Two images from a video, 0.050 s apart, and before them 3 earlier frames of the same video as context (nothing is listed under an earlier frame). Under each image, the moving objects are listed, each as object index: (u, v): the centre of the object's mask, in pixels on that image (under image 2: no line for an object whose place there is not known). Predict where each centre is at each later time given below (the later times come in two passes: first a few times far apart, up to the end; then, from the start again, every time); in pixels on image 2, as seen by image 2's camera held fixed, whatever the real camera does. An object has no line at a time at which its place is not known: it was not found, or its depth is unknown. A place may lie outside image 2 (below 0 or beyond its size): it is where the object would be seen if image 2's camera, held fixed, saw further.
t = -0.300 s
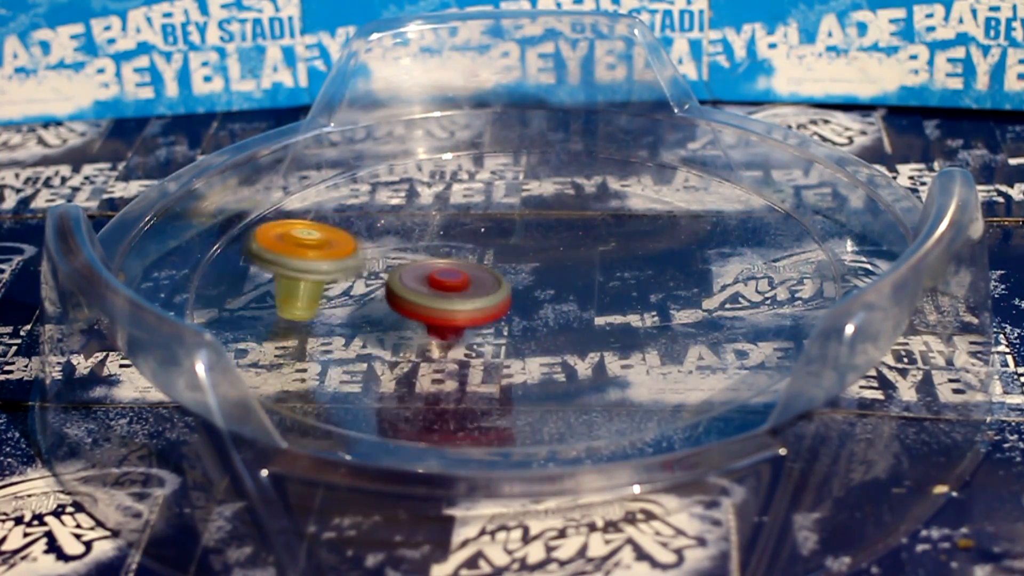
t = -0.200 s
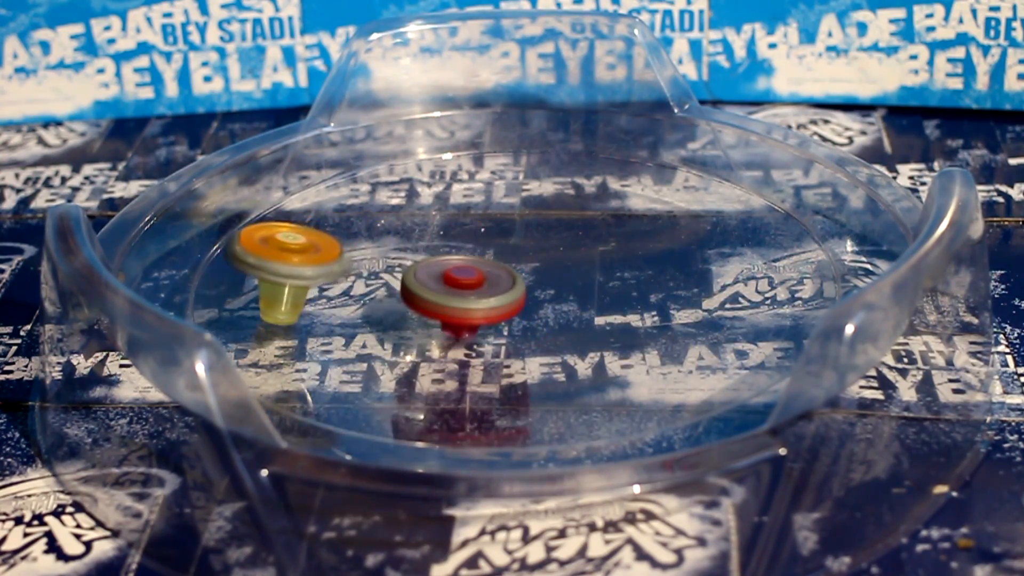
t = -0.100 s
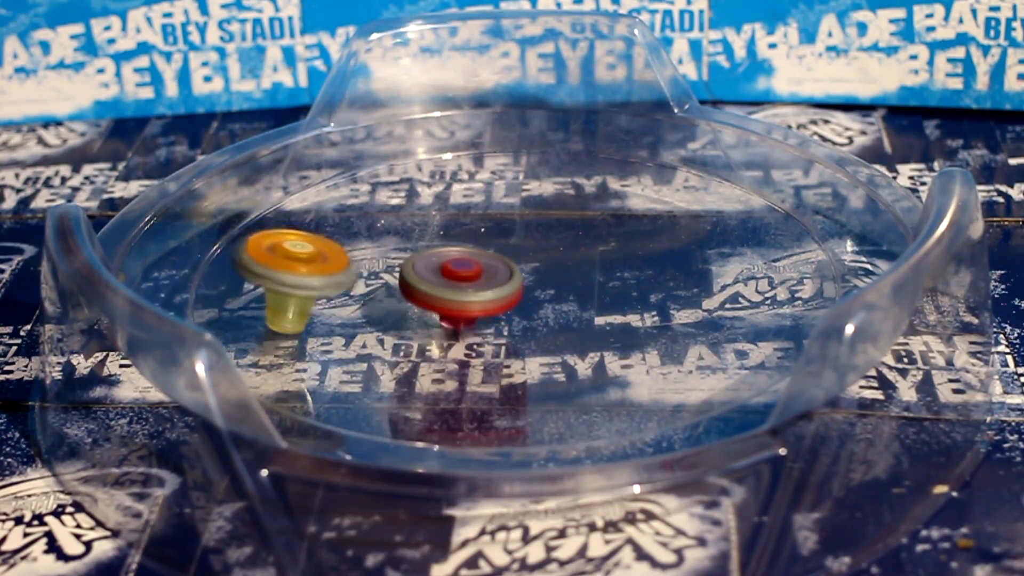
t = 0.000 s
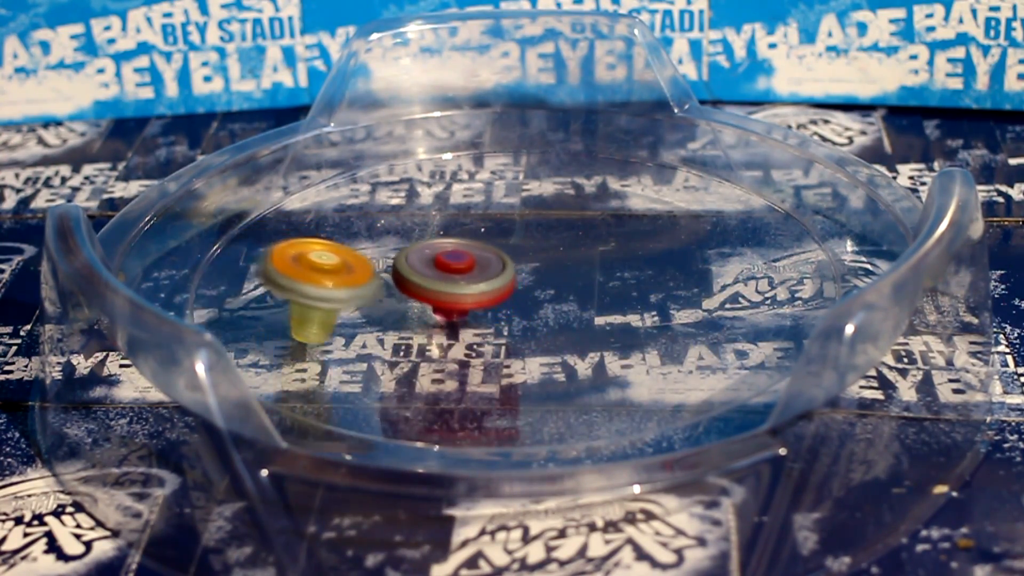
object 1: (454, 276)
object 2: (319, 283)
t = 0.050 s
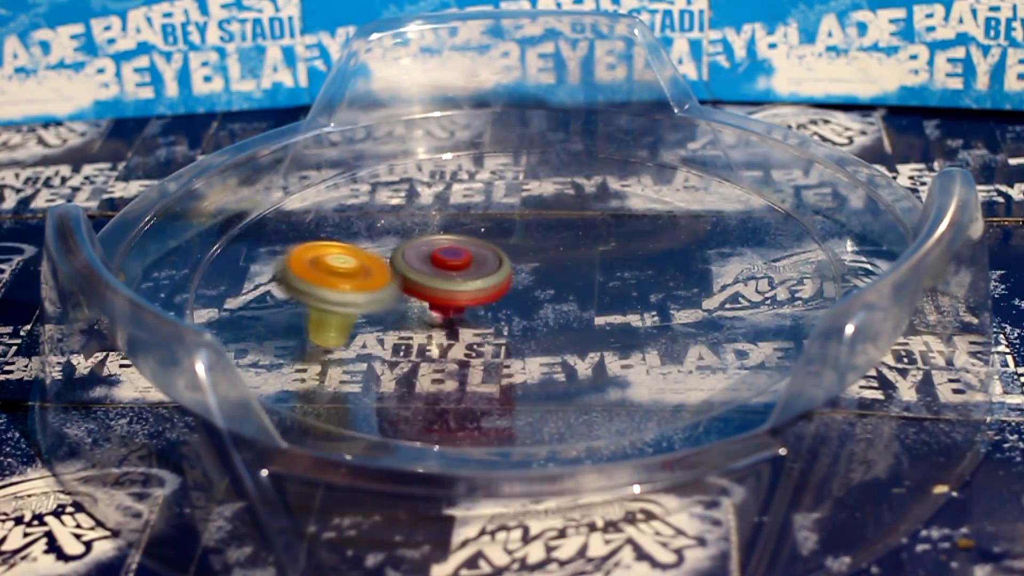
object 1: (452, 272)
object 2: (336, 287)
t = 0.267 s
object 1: (653, 169)
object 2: (251, 317)
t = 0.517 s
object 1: (624, 137)
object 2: (449, 334)
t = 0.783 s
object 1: (528, 168)
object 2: (578, 261)
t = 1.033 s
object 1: (464, 185)
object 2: (633, 208)
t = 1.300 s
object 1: (499, 250)
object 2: (719, 287)
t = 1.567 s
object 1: (633, 263)
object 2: (730, 248)
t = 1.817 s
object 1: (435, 220)
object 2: (763, 250)
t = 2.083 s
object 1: (388, 312)
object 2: (643, 263)
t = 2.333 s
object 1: (351, 375)
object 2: (673, 263)
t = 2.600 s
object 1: (612, 385)
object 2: (603, 285)
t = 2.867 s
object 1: (729, 340)
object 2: (536, 313)
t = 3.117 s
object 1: (727, 303)
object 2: (490, 328)
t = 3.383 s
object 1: (620, 285)
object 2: (463, 324)
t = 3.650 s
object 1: (543, 285)
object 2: (412, 316)
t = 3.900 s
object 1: (554, 264)
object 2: (334, 313)
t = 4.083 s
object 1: (552, 241)
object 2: (342, 317)
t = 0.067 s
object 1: (452, 271)
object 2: (342, 287)
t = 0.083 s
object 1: (453, 270)
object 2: (348, 287)
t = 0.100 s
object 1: (459, 267)
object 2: (346, 289)
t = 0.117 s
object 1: (484, 254)
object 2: (321, 294)
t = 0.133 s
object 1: (510, 246)
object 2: (299, 296)
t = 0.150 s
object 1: (535, 235)
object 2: (282, 300)
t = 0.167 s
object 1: (558, 225)
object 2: (264, 303)
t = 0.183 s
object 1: (578, 213)
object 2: (253, 304)
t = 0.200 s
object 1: (598, 203)
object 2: (243, 305)
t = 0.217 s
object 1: (615, 193)
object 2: (240, 306)
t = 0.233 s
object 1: (629, 184)
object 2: (240, 307)
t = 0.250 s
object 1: (643, 176)
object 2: (243, 310)
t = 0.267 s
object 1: (653, 169)
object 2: (251, 317)
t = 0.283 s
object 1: (660, 163)
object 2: (262, 324)
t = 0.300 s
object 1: (667, 157)
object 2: (273, 327)
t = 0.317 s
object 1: (671, 154)
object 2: (286, 330)
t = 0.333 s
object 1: (673, 151)
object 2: (298, 332)
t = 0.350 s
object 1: (673, 148)
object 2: (311, 333)
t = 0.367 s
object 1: (671, 145)
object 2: (324, 335)
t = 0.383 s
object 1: (669, 143)
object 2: (337, 336)
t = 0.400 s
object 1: (665, 140)
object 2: (351, 337)
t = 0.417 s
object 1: (661, 138)
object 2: (365, 337)
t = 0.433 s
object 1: (657, 137)
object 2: (379, 338)
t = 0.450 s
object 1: (650, 137)
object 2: (393, 338)
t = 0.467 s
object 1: (644, 137)
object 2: (407, 337)
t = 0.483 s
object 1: (637, 137)
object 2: (421, 336)
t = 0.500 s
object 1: (631, 137)
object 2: (436, 334)
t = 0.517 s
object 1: (624, 137)
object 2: (449, 334)
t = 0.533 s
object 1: (617, 138)
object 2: (464, 330)
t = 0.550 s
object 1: (610, 138)
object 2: (475, 329)
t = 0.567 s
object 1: (604, 139)
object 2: (486, 326)
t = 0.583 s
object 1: (597, 140)
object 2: (496, 322)
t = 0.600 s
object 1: (591, 142)
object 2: (507, 318)
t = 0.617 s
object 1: (584, 142)
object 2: (517, 314)
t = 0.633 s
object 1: (577, 144)
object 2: (527, 310)
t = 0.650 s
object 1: (572, 146)
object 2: (535, 305)
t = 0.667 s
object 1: (566, 148)
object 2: (543, 300)
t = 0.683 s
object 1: (560, 150)
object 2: (549, 295)
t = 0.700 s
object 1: (554, 152)
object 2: (556, 290)
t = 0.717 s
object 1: (549, 155)
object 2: (562, 285)
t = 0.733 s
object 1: (543, 158)
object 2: (567, 279)
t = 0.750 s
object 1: (538, 161)
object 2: (571, 273)
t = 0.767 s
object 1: (533, 164)
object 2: (575, 268)
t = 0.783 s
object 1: (528, 168)
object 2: (578, 261)
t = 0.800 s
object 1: (524, 172)
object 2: (581, 255)
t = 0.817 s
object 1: (519, 175)
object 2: (582, 250)
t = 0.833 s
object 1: (515, 178)
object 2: (584, 244)
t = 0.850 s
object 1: (510, 181)
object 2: (584, 239)
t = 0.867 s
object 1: (505, 185)
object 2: (584, 233)
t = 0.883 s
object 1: (500, 188)
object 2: (584, 228)
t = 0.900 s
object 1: (497, 193)
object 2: (583, 222)
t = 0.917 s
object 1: (494, 197)
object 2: (582, 216)
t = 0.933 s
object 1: (492, 201)
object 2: (581, 210)
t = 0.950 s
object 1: (491, 204)
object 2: (582, 209)
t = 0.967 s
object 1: (490, 205)
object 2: (586, 208)
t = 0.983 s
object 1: (486, 207)
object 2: (595, 205)
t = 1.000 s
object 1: (480, 198)
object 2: (606, 200)
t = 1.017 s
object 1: (471, 188)
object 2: (620, 201)
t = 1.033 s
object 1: (464, 185)
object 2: (633, 208)
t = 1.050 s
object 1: (456, 189)
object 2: (648, 220)
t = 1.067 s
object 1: (450, 195)
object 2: (660, 234)
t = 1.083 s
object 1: (446, 194)
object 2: (670, 233)
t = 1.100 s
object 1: (443, 196)
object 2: (676, 233)
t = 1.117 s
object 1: (441, 199)
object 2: (681, 237)
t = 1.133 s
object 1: (441, 202)
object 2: (690, 249)
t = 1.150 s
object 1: (442, 206)
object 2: (698, 261)
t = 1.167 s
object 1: (445, 211)
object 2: (703, 262)
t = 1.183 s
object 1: (449, 216)
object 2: (705, 266)
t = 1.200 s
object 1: (454, 223)
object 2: (709, 273)
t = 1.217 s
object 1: (460, 228)
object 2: (712, 277)
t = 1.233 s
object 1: (467, 233)
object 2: (714, 280)
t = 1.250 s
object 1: (475, 237)
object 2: (716, 284)
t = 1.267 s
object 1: (483, 243)
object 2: (717, 285)
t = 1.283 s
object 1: (490, 247)
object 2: (718, 286)
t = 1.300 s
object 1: (499, 250)
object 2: (719, 287)
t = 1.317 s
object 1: (508, 253)
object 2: (722, 287)
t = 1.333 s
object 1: (518, 256)
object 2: (723, 286)
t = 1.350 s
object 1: (527, 259)
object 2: (724, 285)
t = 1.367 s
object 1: (537, 261)
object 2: (725, 284)
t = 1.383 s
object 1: (545, 262)
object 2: (727, 281)
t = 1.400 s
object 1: (554, 263)
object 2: (727, 279)
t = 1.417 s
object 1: (563, 264)
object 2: (728, 277)
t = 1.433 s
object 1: (573, 265)
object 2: (729, 273)
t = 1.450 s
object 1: (582, 265)
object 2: (730, 270)
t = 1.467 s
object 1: (591, 266)
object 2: (730, 267)
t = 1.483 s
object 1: (599, 265)
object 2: (730, 264)
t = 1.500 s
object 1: (608, 265)
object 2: (731, 260)
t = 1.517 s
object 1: (615, 264)
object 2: (731, 257)
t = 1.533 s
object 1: (622, 264)
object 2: (731, 254)
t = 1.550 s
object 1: (628, 263)
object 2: (730, 251)
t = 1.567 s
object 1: (633, 263)
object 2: (730, 248)
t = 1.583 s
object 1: (637, 262)
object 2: (735, 246)
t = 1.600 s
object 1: (624, 254)
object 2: (758, 238)
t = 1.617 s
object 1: (602, 248)
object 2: (789, 239)
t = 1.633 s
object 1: (582, 243)
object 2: (815, 237)
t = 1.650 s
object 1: (562, 238)
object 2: (835, 231)
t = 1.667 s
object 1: (545, 234)
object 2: (852, 225)
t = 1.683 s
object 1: (528, 229)
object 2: (859, 226)
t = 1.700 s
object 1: (514, 225)
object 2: (854, 228)
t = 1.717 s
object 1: (494, 222)
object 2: (843, 233)
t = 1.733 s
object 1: (481, 219)
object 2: (834, 235)
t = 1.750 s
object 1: (470, 217)
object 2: (821, 239)
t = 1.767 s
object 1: (460, 216)
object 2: (806, 245)
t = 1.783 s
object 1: (450, 217)
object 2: (793, 247)
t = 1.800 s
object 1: (442, 218)
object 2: (779, 248)
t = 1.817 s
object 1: (435, 220)
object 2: (763, 250)
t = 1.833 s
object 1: (432, 223)
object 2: (749, 252)
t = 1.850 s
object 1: (427, 229)
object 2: (733, 254)
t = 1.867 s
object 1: (426, 234)
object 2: (717, 256)
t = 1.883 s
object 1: (425, 240)
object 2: (702, 258)
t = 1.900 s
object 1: (426, 246)
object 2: (689, 261)
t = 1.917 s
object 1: (429, 253)
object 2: (673, 263)
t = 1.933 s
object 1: (433, 260)
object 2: (659, 264)
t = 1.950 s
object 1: (436, 267)
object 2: (647, 265)
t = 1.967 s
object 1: (441, 274)
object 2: (634, 267)
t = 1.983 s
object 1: (446, 280)
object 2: (620, 268)
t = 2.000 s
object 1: (453, 286)
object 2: (608, 269)
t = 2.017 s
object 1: (458, 292)
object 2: (597, 271)
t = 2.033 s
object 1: (456, 297)
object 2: (597, 271)
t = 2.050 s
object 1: (431, 304)
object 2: (609, 269)
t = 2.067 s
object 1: (408, 308)
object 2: (629, 266)
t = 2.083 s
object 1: (388, 312)
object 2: (643, 263)
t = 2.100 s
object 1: (369, 315)
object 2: (659, 260)
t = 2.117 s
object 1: (352, 318)
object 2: (670, 259)
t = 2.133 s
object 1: (338, 320)
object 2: (679, 258)
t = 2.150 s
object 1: (325, 324)
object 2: (685, 255)
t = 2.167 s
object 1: (315, 327)
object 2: (689, 254)
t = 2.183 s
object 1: (308, 331)
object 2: (692, 255)
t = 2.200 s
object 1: (302, 335)
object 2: (693, 255)
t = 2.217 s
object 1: (299, 339)
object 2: (692, 256)
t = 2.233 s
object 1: (298, 343)
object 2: (691, 256)
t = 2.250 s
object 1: (300, 348)
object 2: (689, 257)
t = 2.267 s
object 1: (305, 353)
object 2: (686, 258)
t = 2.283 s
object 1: (312, 359)
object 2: (684, 259)
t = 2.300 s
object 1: (323, 365)
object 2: (680, 260)
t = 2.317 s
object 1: (336, 371)
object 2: (677, 261)
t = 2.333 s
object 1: (351, 375)
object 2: (673, 263)
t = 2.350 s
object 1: (371, 382)
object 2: (669, 264)
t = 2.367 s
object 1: (389, 386)
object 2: (665, 264)
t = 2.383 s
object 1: (410, 390)
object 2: (661, 266)
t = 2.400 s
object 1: (430, 393)
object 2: (657, 267)
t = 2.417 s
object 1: (449, 395)
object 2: (653, 268)
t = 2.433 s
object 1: (463, 396)
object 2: (648, 270)
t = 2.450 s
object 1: (485, 397)
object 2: (645, 272)
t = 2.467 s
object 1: (503, 396)
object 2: (639, 273)
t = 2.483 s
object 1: (518, 395)
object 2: (635, 275)
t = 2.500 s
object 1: (533, 395)
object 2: (631, 277)
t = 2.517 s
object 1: (547, 393)
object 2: (626, 279)
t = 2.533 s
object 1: (560, 391)
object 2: (622, 280)
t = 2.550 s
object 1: (576, 390)
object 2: (616, 282)
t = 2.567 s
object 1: (589, 389)
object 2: (612, 283)
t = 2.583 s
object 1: (601, 387)
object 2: (608, 284)
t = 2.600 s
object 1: (612, 385)
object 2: (603, 285)
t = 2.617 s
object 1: (624, 383)
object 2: (599, 287)
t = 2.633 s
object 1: (634, 381)
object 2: (594, 289)
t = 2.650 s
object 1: (645, 378)
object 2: (590, 291)
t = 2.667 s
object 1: (654, 375)
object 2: (586, 294)
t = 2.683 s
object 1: (664, 372)
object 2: (582, 296)
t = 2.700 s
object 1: (670, 370)
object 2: (577, 298)
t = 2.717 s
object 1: (679, 367)
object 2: (573, 300)
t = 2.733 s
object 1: (687, 363)
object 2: (569, 301)
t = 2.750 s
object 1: (695, 360)
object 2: (564, 303)
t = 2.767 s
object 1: (701, 357)
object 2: (560, 305)
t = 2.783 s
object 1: (707, 355)
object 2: (557, 306)
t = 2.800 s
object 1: (713, 351)
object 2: (553, 308)
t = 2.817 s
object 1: (717, 349)
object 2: (548, 309)
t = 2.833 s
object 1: (722, 346)
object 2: (545, 311)
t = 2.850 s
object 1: (725, 342)
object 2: (540, 312)
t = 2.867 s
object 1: (729, 340)
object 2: (536, 313)
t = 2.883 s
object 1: (732, 337)
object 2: (533, 315)
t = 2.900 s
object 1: (734, 334)
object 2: (529, 316)
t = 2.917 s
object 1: (737, 331)
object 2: (525, 317)
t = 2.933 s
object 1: (738, 328)
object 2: (522, 319)
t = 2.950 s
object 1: (740, 326)
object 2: (519, 320)
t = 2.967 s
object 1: (740, 323)
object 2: (516, 321)
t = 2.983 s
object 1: (740, 321)
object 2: (512, 322)
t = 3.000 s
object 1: (741, 318)
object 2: (509, 323)
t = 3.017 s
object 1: (740, 316)
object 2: (506, 323)
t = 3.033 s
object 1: (740, 314)
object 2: (503, 324)
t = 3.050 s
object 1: (738, 312)
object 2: (500, 325)
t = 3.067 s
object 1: (737, 309)
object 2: (498, 326)
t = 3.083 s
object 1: (734, 307)
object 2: (495, 326)
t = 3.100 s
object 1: (731, 305)
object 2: (493, 327)
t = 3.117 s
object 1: (727, 303)
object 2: (490, 328)
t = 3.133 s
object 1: (723, 301)
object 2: (488, 328)
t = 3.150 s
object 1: (718, 299)
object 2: (485, 328)
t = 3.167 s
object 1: (712, 297)
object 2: (484, 328)
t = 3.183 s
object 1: (707, 296)
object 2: (482, 328)
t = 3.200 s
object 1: (700, 295)
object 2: (480, 328)
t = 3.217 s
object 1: (693, 293)
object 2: (479, 328)
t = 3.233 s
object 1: (686, 292)
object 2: (477, 328)
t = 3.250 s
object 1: (679, 291)
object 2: (476, 328)
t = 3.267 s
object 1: (672, 290)
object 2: (474, 328)
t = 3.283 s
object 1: (664, 289)
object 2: (472, 327)
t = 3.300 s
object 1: (657, 288)
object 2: (471, 327)
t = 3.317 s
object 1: (650, 287)
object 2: (469, 326)
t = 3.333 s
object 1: (644, 287)
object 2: (468, 325)
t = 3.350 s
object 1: (636, 286)
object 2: (466, 325)
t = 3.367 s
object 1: (628, 286)
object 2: (465, 325)
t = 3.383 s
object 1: (620, 285)
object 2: (463, 324)
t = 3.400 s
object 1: (613, 285)
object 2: (462, 323)
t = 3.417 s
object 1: (606, 286)
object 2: (460, 323)
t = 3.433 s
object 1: (599, 286)
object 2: (458, 322)
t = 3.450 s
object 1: (592, 286)
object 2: (456, 322)
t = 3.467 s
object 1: (585, 287)
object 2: (455, 321)
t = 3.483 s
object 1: (578, 287)
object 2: (454, 320)
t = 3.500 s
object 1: (573, 288)
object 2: (452, 319)
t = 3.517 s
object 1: (567, 288)
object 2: (451, 319)
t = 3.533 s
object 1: (561, 289)
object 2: (449, 318)
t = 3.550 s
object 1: (556, 290)
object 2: (447, 317)
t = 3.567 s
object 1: (551, 291)
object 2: (445, 316)
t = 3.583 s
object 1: (549, 290)
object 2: (438, 316)
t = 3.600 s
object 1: (547, 288)
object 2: (429, 317)
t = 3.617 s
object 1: (546, 287)
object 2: (422, 317)
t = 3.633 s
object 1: (545, 285)
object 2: (416, 317)
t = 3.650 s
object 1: (543, 285)
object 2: (412, 316)
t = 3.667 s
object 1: (540, 285)
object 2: (408, 315)
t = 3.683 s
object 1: (537, 284)
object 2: (406, 315)
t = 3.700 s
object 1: (533, 285)
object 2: (405, 315)
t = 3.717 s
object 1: (528, 285)
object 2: (404, 314)
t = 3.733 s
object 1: (523, 285)
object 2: (403, 313)
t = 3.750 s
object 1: (519, 286)
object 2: (401, 312)
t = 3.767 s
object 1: (515, 286)
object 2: (400, 311)
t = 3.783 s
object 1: (512, 287)
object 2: (400, 310)
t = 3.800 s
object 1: (508, 287)
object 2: (400, 310)
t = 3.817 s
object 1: (506, 287)
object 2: (398, 310)
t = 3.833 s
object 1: (512, 284)
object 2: (385, 309)
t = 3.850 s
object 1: (522, 279)
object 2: (368, 312)
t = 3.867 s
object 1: (535, 274)
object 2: (354, 311)
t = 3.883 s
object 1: (544, 270)
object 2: (342, 312)
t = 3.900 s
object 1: (554, 264)
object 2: (334, 313)
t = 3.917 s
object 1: (561, 261)
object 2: (329, 313)
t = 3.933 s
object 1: (567, 257)
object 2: (326, 314)
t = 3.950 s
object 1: (571, 254)
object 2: (326, 314)
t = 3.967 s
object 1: (574, 251)
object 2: (326, 315)
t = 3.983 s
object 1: (574, 249)
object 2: (326, 315)
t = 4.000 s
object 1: (574, 247)
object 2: (327, 315)
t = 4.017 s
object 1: (571, 246)
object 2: (329, 316)
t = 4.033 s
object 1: (568, 244)
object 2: (331, 316)
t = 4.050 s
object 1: (563, 243)
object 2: (334, 316)
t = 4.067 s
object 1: (558, 242)
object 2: (338, 317)
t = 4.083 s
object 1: (552, 241)
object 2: (342, 317)
